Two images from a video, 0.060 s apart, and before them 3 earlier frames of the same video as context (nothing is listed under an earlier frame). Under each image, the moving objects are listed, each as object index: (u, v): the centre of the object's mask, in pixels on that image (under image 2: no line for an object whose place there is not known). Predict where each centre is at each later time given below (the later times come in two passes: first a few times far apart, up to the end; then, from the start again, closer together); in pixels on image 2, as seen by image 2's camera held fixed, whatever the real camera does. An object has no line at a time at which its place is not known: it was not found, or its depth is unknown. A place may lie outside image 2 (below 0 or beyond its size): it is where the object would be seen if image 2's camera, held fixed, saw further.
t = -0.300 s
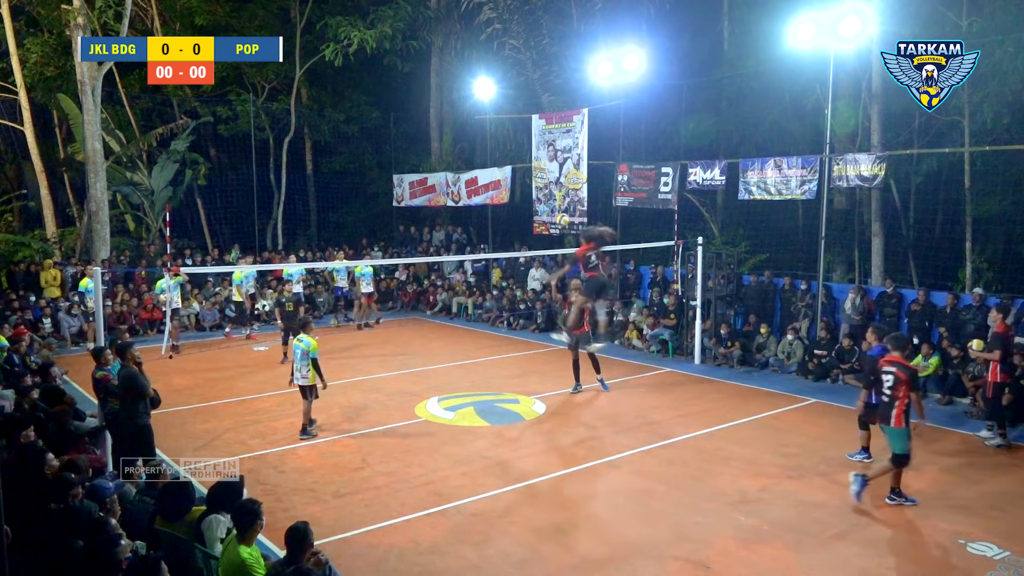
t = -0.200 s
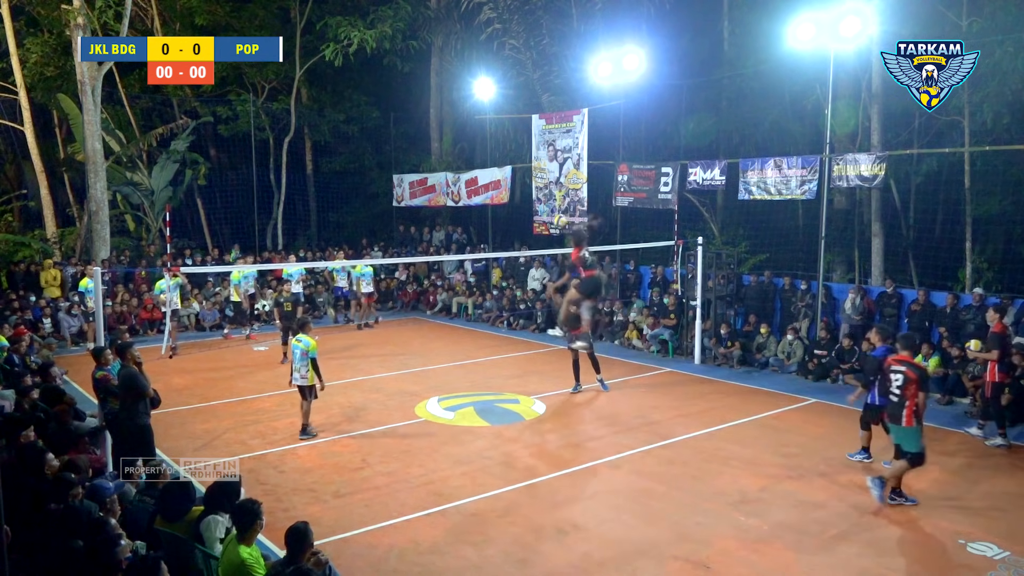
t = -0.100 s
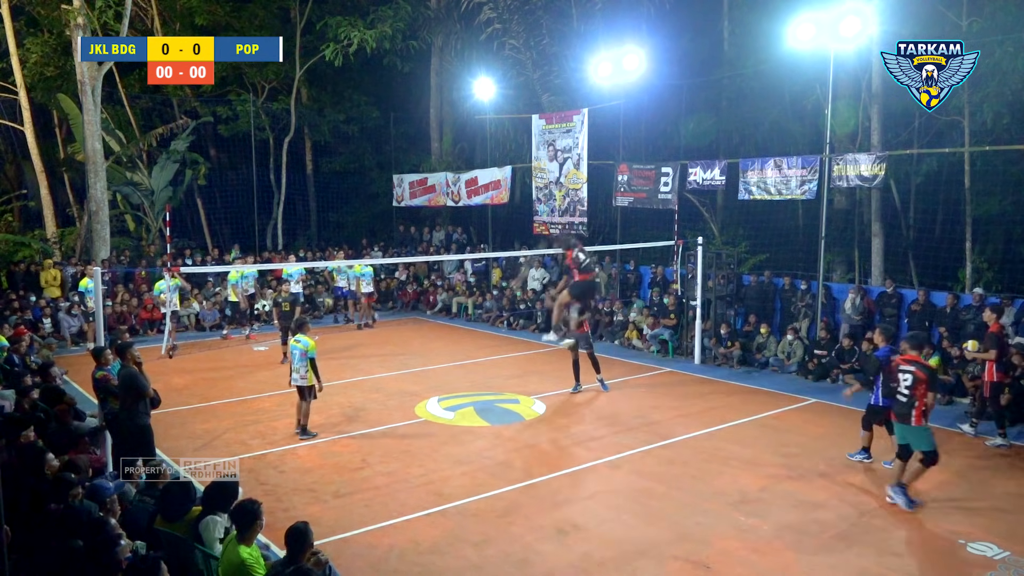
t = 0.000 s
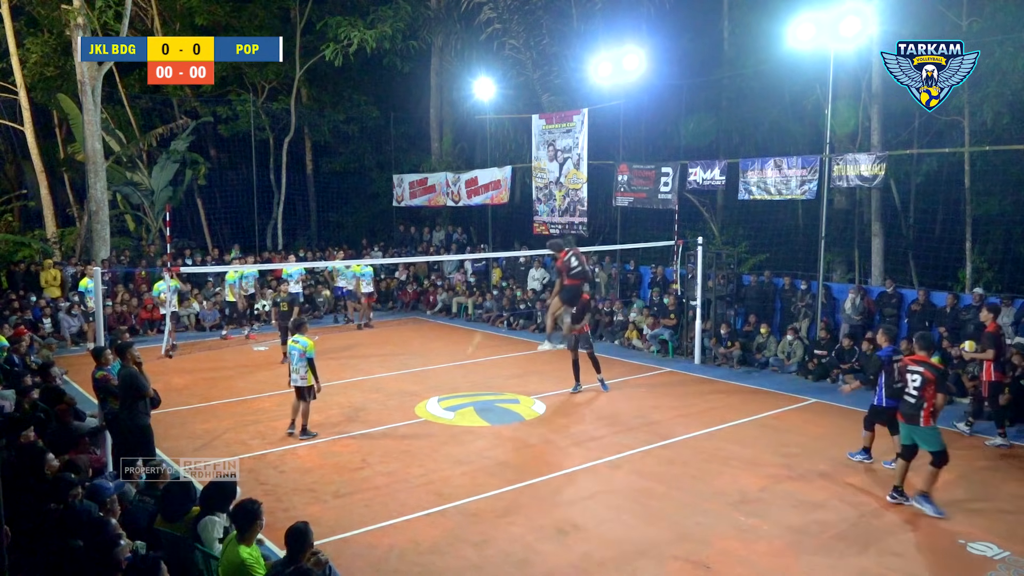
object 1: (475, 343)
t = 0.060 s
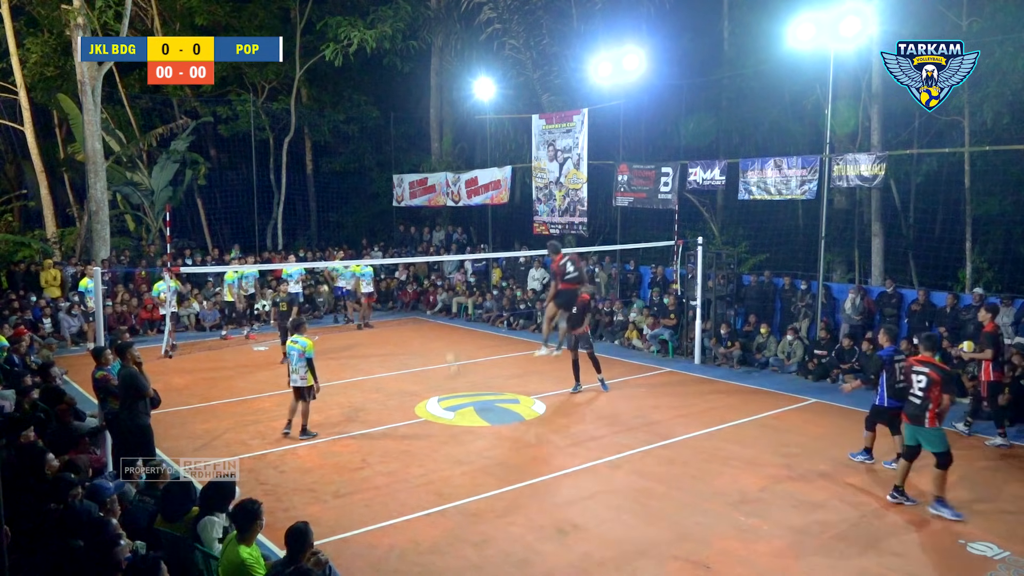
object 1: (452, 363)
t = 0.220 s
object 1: (419, 282)
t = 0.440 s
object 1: (372, 184)
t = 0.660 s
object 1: (330, 115)
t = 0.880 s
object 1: (292, 62)
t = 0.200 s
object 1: (422, 290)
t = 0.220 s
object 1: (419, 282)
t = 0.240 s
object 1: (414, 271)
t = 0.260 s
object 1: (405, 252)
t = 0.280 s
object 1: (405, 250)
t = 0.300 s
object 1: (400, 241)
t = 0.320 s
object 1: (397, 233)
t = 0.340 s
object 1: (393, 225)
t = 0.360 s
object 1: (388, 217)
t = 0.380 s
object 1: (384, 208)
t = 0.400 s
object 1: (380, 201)
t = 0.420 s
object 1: (376, 193)
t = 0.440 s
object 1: (372, 184)
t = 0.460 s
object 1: (368, 177)
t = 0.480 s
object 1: (364, 171)
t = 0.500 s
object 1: (360, 164)
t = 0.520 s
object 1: (357, 157)
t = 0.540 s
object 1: (353, 151)
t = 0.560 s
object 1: (349, 145)
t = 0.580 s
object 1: (345, 138)
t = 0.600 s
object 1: (342, 131)
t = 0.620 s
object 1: (338, 126)
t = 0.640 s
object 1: (333, 119)
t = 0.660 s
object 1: (330, 115)
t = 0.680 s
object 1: (327, 109)
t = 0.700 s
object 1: (323, 103)
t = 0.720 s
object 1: (319, 98)
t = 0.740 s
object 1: (316, 93)
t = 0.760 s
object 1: (312, 88)
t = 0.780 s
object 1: (308, 82)
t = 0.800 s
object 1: (305, 78)
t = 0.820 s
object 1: (301, 74)
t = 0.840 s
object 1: (299, 70)
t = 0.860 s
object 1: (295, 65)
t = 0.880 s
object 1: (292, 62)
